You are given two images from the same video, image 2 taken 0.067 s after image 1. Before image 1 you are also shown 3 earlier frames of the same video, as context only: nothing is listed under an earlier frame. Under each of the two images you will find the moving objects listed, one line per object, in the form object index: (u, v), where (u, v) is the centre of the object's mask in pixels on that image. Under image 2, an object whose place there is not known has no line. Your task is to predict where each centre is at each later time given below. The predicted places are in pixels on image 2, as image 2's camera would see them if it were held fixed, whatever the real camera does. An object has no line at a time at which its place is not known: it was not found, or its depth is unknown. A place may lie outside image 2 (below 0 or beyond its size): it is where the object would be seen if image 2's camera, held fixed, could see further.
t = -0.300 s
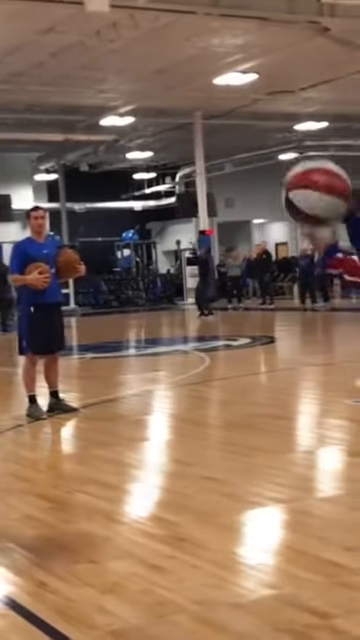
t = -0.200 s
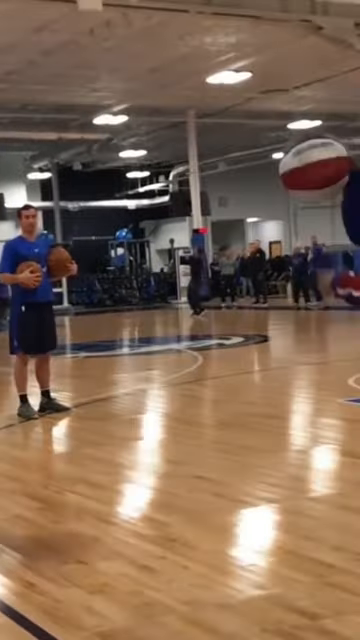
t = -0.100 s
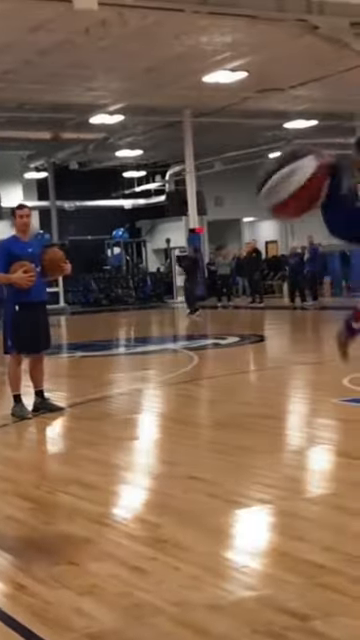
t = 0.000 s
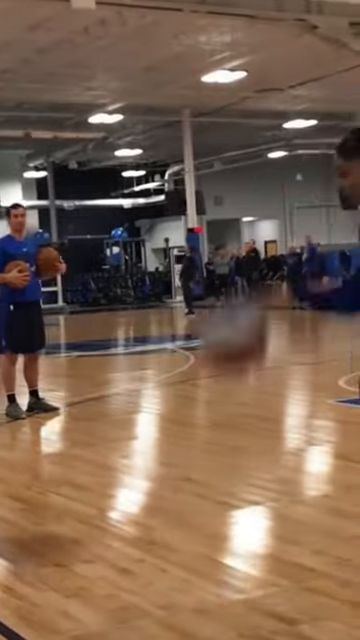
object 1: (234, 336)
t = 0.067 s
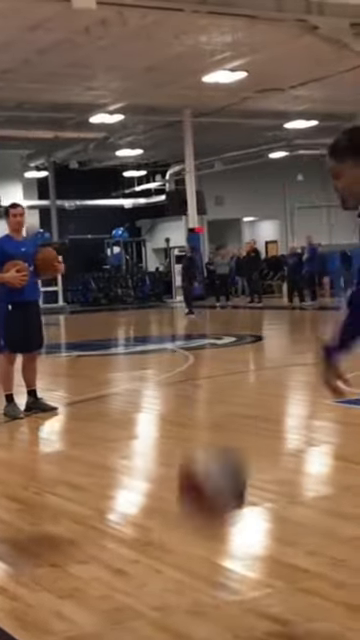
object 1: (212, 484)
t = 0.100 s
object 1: (206, 569)
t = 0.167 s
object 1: (204, 507)
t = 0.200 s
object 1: (202, 455)
